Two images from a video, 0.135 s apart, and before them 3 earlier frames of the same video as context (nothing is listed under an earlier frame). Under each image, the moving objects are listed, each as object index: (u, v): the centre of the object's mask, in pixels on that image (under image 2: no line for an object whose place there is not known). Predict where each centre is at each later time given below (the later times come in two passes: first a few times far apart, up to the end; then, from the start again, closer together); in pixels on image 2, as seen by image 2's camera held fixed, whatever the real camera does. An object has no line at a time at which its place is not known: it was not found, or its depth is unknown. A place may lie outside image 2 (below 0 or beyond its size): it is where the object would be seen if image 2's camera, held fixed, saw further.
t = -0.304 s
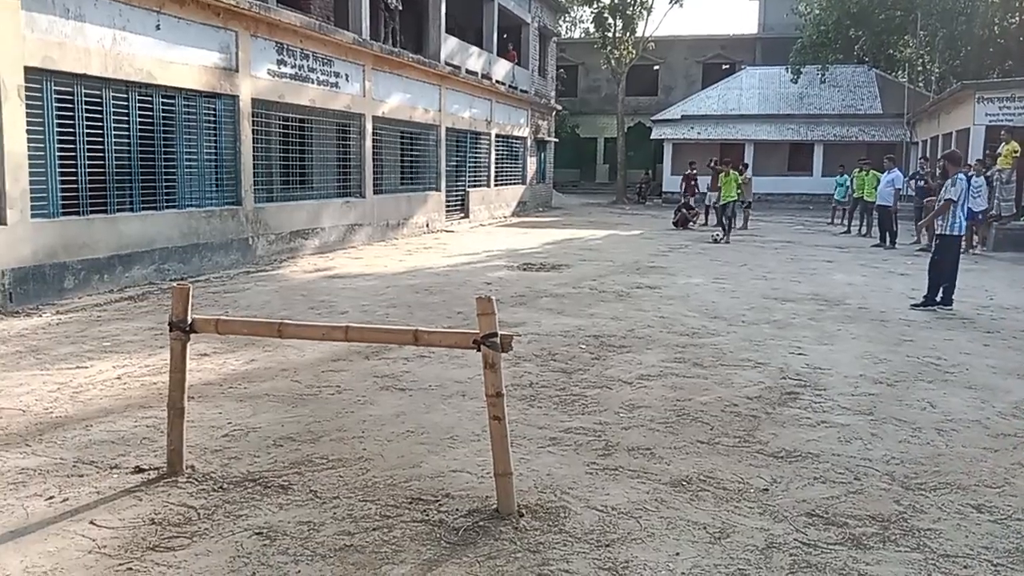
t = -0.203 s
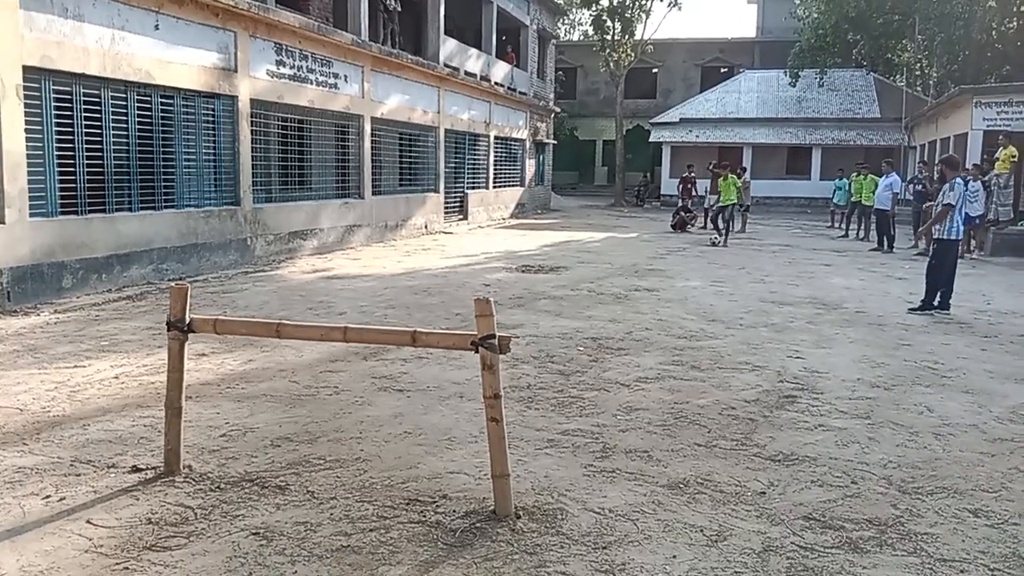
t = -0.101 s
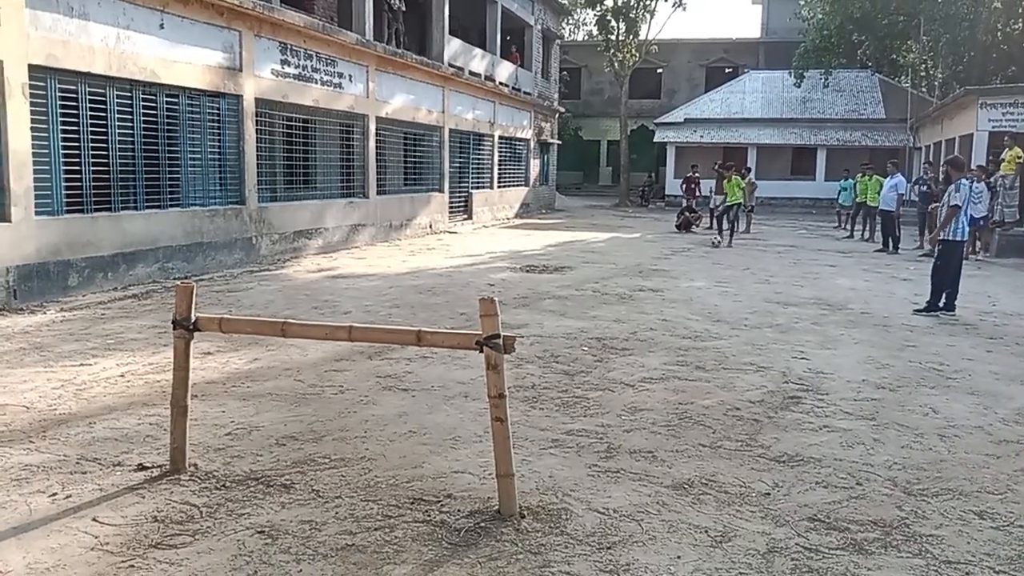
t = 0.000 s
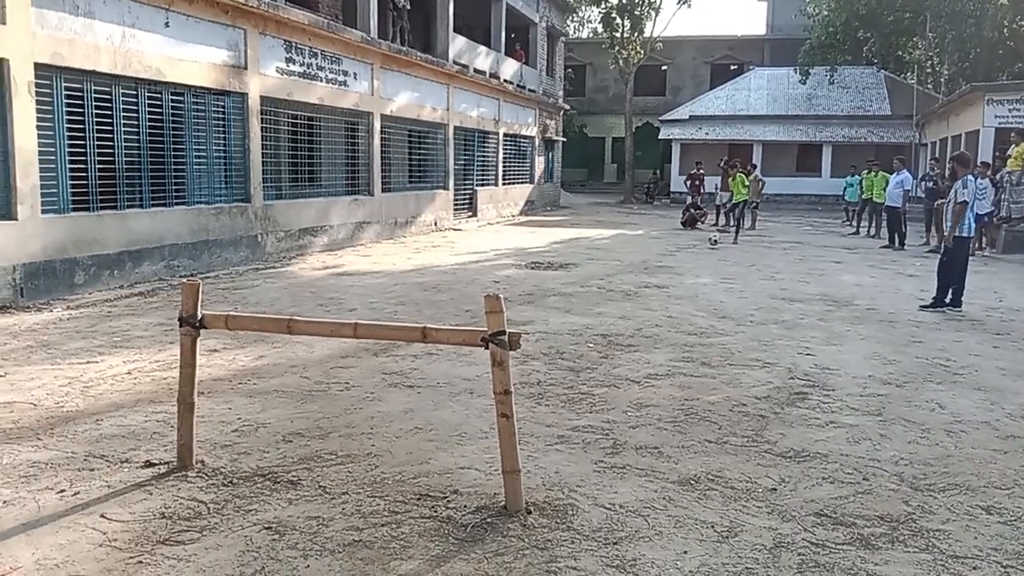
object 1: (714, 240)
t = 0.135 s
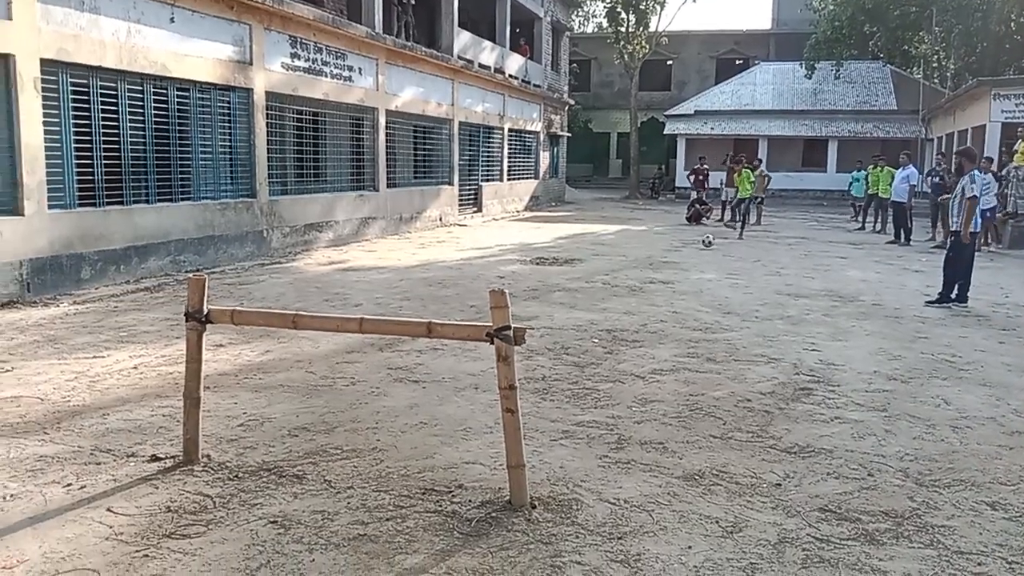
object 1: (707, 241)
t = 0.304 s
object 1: (694, 248)
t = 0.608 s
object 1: (670, 257)
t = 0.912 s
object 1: (639, 278)
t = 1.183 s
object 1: (604, 294)
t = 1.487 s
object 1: (549, 322)
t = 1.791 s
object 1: (475, 349)
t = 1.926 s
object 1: (432, 384)
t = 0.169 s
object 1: (705, 242)
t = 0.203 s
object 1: (703, 244)
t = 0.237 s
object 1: (699, 246)
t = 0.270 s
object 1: (696, 248)
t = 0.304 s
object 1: (694, 248)
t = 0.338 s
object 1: (692, 248)
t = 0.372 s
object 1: (689, 248)
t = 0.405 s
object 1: (687, 250)
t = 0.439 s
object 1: (684, 253)
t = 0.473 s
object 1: (681, 256)
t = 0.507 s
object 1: (678, 257)
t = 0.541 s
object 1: (676, 256)
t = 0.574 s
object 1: (674, 256)
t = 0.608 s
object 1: (670, 257)
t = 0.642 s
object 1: (667, 258)
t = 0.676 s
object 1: (664, 261)
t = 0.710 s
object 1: (660, 266)
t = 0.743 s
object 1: (657, 269)
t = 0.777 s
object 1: (654, 269)
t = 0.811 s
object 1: (651, 269)
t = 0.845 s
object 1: (647, 271)
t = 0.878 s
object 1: (644, 273)
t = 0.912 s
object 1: (639, 278)
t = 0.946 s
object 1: (635, 280)
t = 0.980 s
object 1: (632, 280)
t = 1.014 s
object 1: (628, 281)
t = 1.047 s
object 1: (623, 282)
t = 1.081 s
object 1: (619, 285)
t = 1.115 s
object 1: (614, 289)
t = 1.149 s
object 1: (610, 293)
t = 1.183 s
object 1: (604, 294)
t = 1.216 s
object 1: (599, 295)
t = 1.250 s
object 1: (594, 298)
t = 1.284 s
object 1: (588, 303)
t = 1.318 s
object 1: (583, 305)
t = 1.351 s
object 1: (576, 307)
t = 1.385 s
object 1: (570, 310)
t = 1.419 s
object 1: (563, 315)
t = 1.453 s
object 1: (556, 320)
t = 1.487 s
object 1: (549, 322)
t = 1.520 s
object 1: (543, 325)
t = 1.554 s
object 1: (537, 330)
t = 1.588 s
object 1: (532, 339)
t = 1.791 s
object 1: (475, 349)
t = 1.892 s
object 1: (444, 371)
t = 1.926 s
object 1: (432, 384)
